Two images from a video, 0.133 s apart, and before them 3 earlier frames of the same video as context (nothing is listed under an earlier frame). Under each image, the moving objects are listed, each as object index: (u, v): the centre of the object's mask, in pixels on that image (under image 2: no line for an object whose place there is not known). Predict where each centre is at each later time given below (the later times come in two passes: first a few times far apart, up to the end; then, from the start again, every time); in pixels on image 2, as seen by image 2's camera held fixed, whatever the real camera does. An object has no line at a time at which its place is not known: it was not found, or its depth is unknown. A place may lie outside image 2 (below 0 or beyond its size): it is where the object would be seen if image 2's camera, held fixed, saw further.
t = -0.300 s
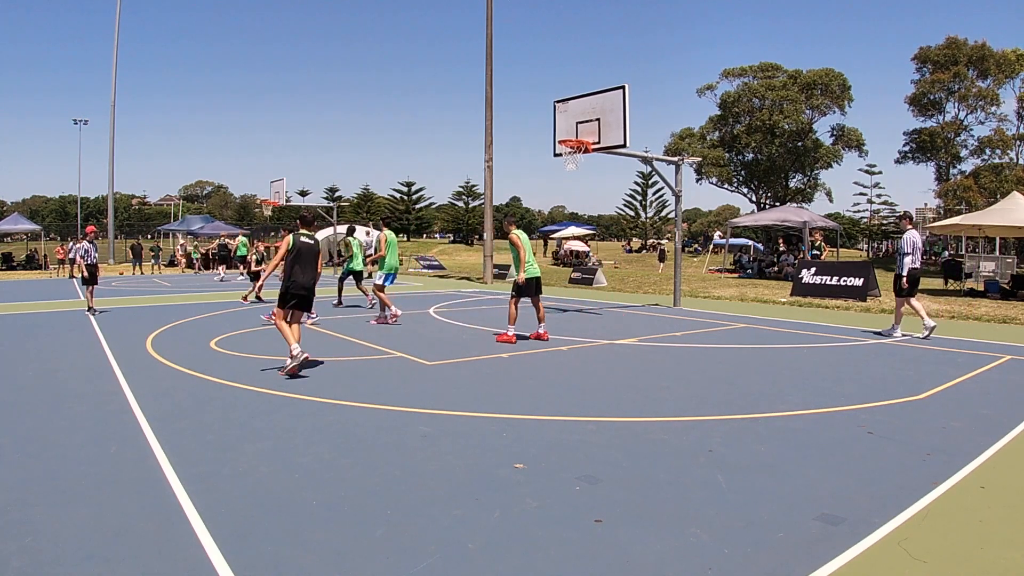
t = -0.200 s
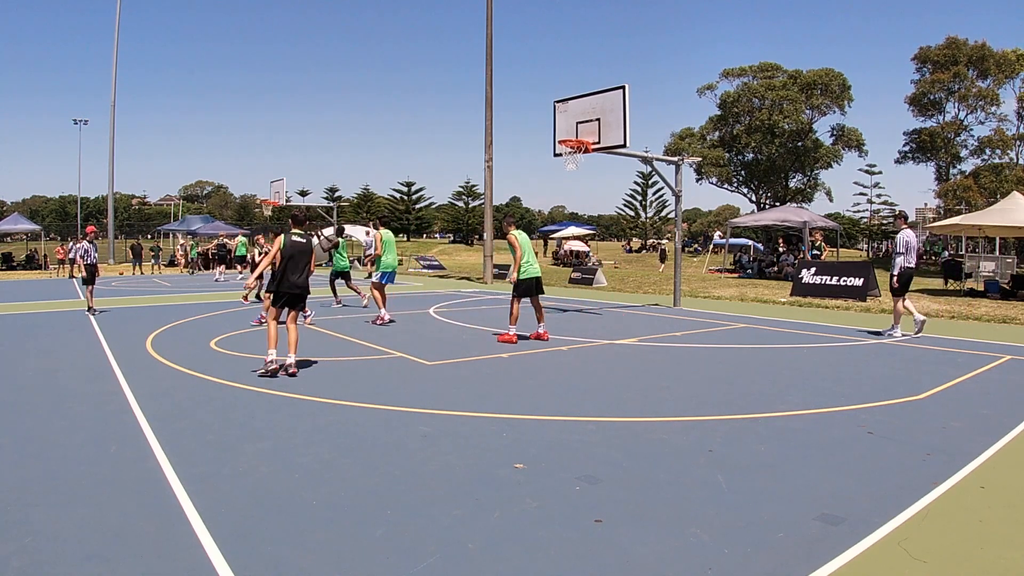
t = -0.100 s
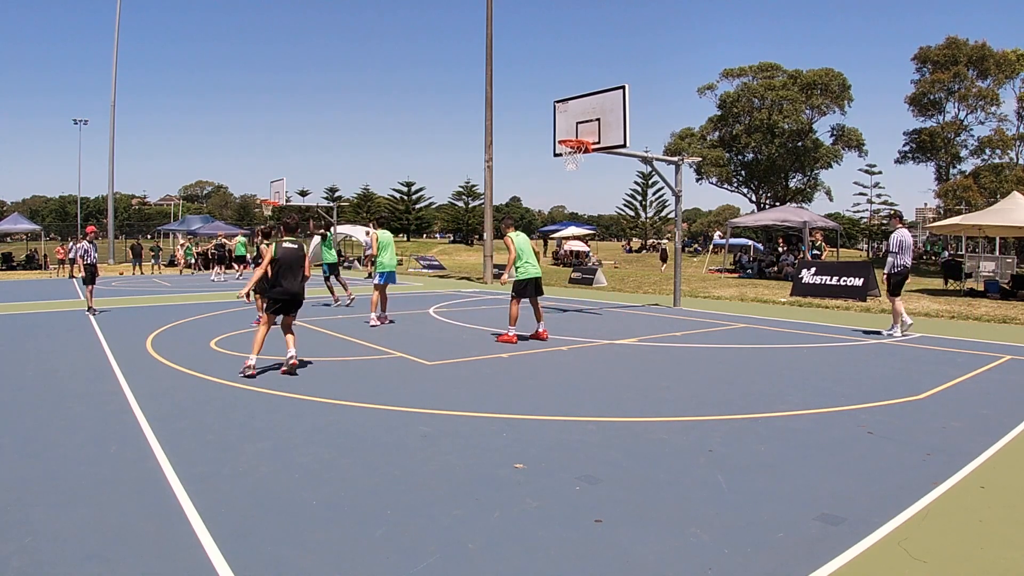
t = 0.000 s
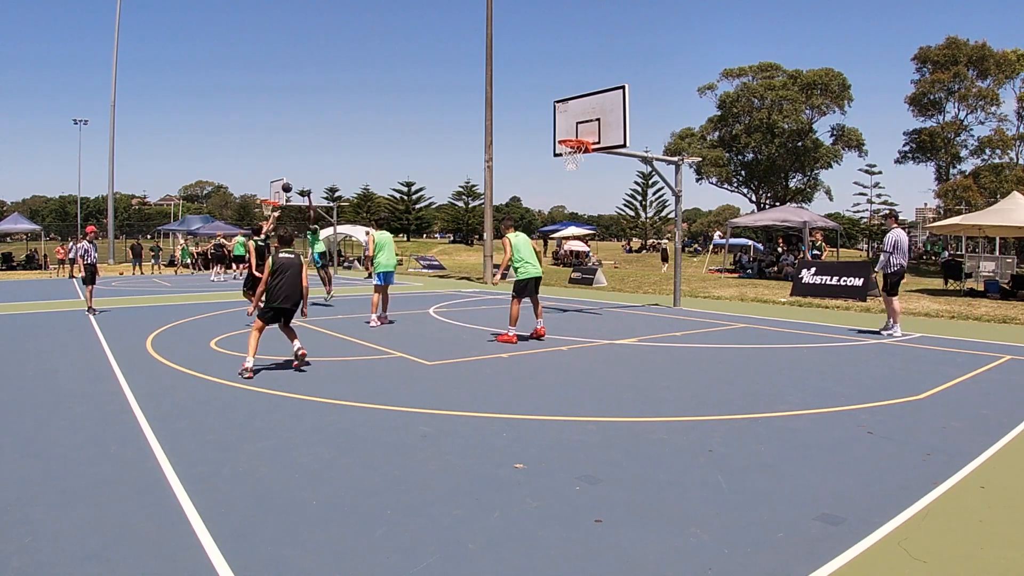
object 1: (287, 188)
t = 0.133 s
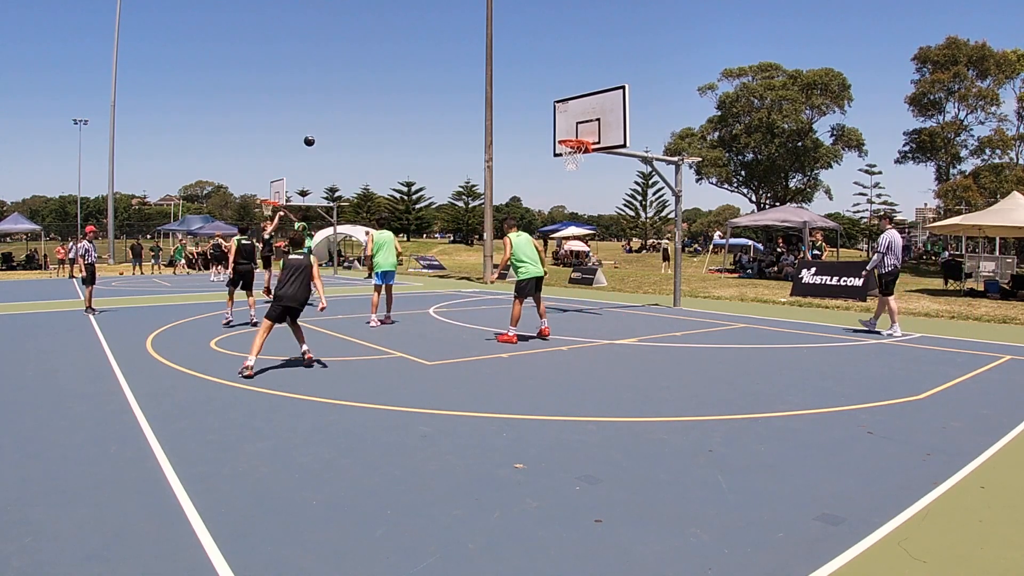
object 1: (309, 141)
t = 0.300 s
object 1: (338, 92)
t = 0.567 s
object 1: (387, 40)
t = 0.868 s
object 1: (446, 19)
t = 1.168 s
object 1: (509, 42)
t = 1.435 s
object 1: (570, 107)
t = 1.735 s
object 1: (548, 110)
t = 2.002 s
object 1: (494, 111)
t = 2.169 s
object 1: (456, 138)
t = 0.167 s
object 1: (315, 130)
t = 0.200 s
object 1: (321, 120)
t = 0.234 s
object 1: (326, 110)
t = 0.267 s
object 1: (332, 101)
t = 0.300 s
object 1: (338, 92)
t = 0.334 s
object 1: (344, 84)
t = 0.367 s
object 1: (350, 76)
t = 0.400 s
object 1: (356, 69)
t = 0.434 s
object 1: (362, 62)
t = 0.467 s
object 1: (368, 56)
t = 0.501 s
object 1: (374, 50)
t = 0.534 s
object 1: (381, 44)
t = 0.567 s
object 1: (387, 40)
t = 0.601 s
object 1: (393, 35)
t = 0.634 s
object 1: (400, 31)
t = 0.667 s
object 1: (406, 28)
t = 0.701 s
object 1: (412, 25)
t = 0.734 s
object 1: (419, 23)
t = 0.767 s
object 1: (425, 21)
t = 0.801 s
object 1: (432, 20)
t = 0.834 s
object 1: (439, 19)
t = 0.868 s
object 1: (446, 19)
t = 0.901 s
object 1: (452, 19)
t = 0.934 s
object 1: (459, 20)
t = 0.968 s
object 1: (466, 21)
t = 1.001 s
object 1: (473, 23)
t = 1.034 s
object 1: (480, 26)
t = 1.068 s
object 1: (487, 29)
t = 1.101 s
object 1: (494, 33)
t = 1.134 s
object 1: (502, 37)
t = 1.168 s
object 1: (509, 42)
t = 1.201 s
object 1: (516, 48)
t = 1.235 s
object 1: (524, 54)
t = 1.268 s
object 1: (531, 61)
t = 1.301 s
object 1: (539, 69)
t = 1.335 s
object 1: (547, 77)
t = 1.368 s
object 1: (555, 87)
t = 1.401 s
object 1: (562, 96)
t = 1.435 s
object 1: (570, 107)
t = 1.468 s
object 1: (578, 118)
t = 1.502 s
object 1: (584, 128)
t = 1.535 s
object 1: (583, 135)
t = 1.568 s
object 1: (578, 130)
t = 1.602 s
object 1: (572, 125)
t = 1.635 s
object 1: (566, 120)
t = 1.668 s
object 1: (560, 116)
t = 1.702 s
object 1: (554, 113)
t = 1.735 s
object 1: (548, 110)
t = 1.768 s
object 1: (541, 108)
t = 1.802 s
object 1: (535, 106)
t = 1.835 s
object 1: (528, 105)
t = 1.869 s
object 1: (522, 105)
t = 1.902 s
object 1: (515, 106)
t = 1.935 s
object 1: (508, 107)
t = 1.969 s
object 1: (501, 109)
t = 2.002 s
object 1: (494, 111)
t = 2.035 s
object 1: (487, 115)
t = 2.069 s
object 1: (479, 119)
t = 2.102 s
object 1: (472, 124)
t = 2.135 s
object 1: (464, 131)
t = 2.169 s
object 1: (456, 138)
